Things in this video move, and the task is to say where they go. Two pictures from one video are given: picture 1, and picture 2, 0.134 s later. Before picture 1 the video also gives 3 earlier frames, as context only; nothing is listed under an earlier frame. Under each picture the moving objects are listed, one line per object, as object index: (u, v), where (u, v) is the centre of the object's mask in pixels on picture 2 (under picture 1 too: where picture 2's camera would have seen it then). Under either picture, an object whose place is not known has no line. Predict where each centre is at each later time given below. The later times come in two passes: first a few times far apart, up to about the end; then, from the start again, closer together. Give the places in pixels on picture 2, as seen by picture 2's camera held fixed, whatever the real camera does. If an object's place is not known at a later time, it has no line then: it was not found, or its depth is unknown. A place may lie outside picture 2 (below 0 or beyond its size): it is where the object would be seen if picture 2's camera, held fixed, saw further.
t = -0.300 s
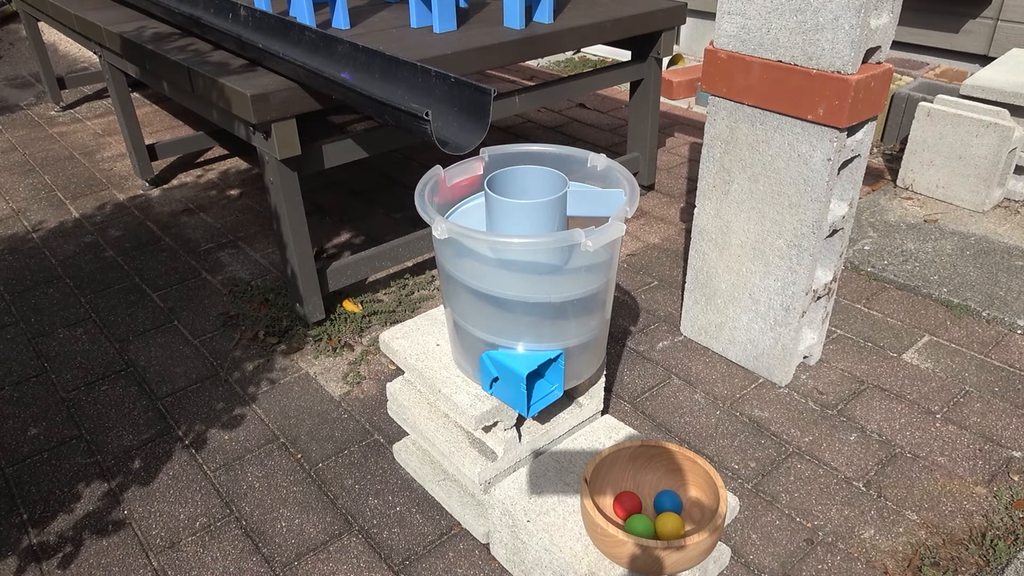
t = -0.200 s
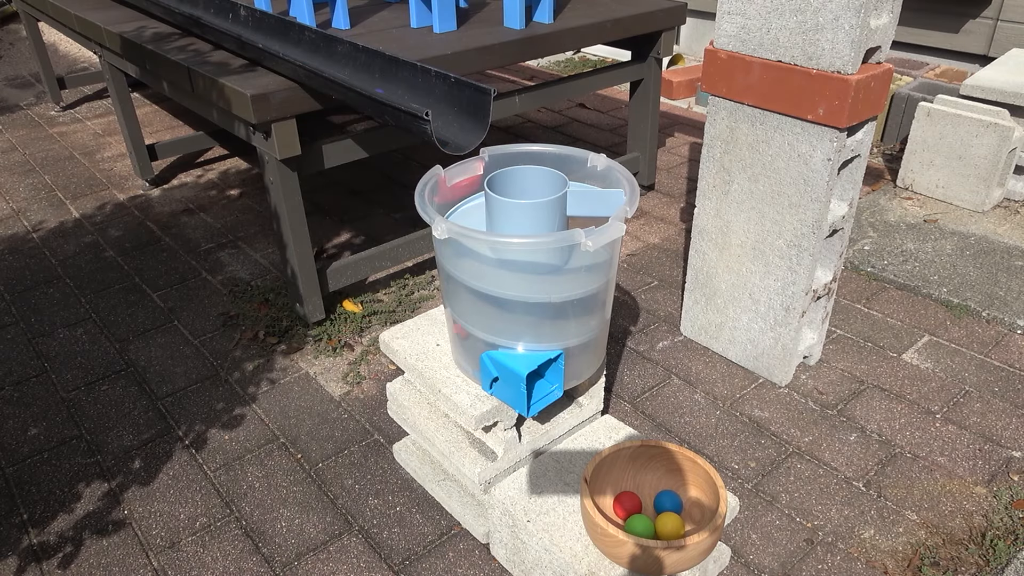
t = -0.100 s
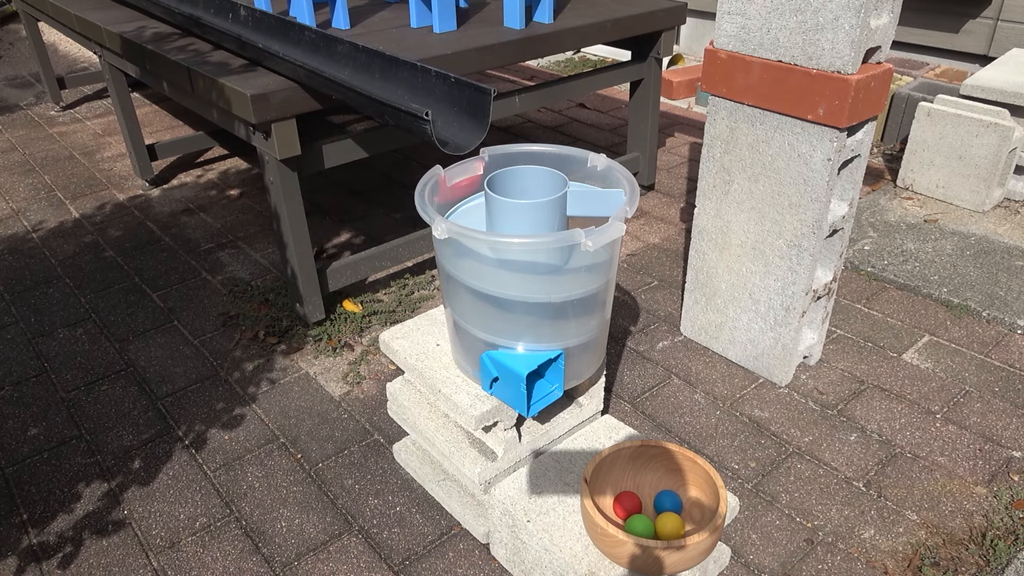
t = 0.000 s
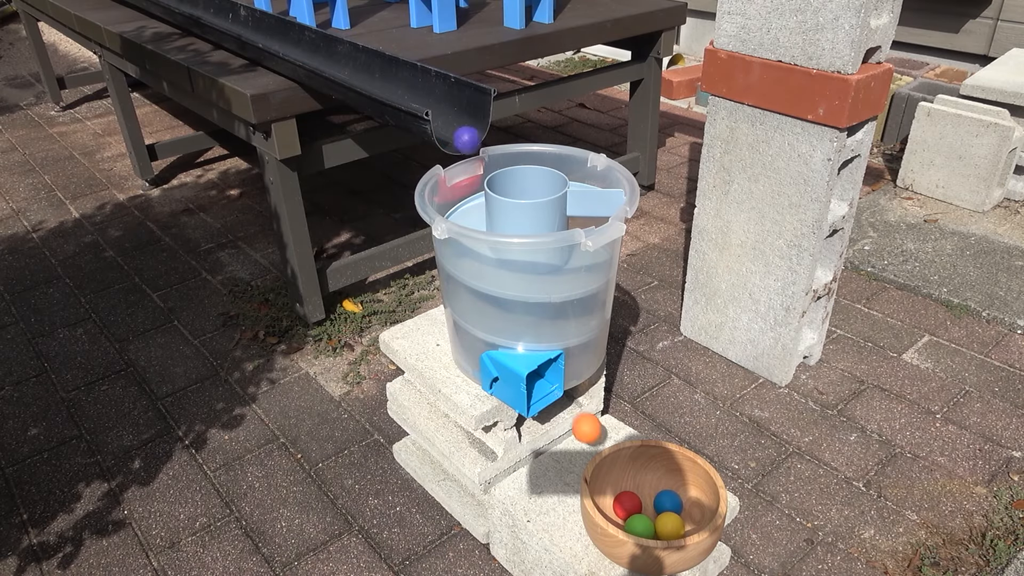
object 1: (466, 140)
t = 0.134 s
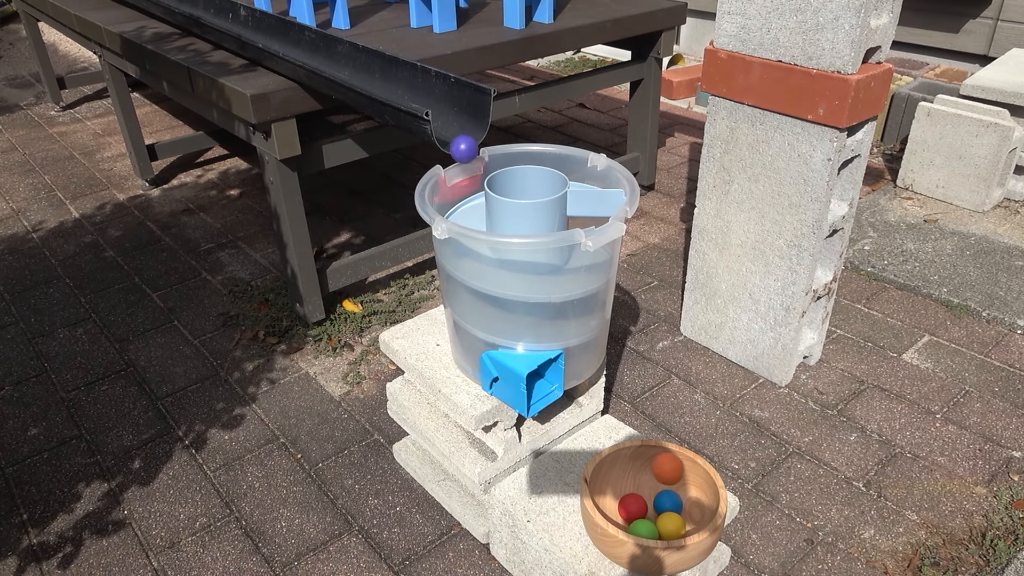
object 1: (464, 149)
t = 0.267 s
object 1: (471, 200)
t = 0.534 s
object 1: (479, 268)
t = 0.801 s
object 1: (596, 267)
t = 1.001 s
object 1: (576, 223)
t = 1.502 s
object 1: (580, 323)
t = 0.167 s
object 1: (469, 160)
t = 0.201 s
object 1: (473, 183)
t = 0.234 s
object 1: (476, 207)
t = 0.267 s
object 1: (471, 200)
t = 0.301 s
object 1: (464, 205)
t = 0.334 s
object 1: (458, 215)
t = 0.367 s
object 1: (455, 221)
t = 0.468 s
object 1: (460, 255)
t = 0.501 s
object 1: (468, 262)
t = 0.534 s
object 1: (479, 268)
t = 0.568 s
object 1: (492, 273)
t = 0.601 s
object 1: (508, 276)
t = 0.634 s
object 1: (525, 279)
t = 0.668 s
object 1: (544, 280)
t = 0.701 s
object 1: (560, 280)
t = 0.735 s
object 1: (575, 276)
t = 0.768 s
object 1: (587, 272)
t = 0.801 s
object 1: (596, 267)
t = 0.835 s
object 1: (600, 261)
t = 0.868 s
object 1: (605, 255)
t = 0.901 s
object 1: (603, 252)
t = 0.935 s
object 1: (602, 251)
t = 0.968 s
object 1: (585, 225)
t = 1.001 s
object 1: (576, 223)
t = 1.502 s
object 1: (580, 323)
